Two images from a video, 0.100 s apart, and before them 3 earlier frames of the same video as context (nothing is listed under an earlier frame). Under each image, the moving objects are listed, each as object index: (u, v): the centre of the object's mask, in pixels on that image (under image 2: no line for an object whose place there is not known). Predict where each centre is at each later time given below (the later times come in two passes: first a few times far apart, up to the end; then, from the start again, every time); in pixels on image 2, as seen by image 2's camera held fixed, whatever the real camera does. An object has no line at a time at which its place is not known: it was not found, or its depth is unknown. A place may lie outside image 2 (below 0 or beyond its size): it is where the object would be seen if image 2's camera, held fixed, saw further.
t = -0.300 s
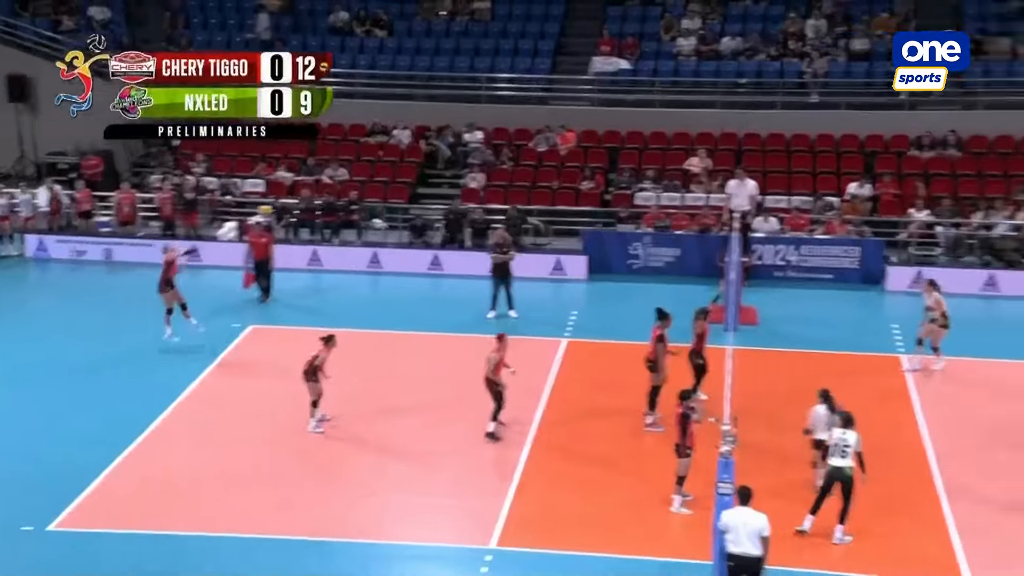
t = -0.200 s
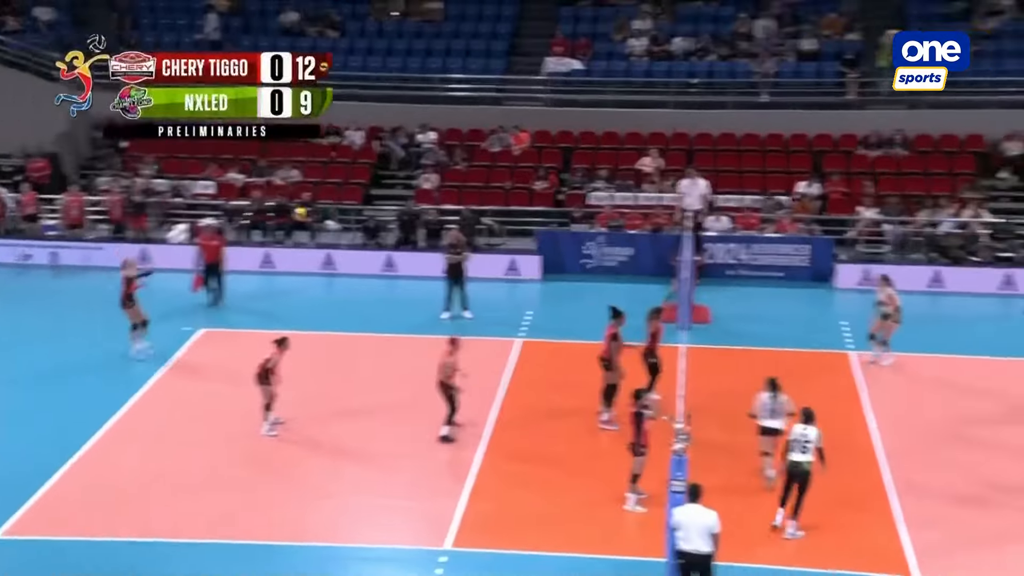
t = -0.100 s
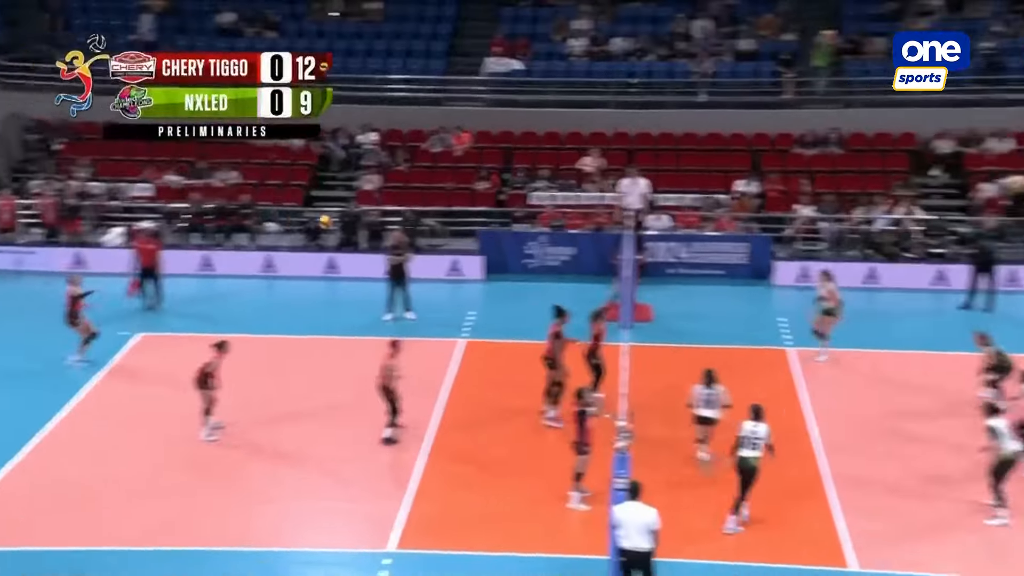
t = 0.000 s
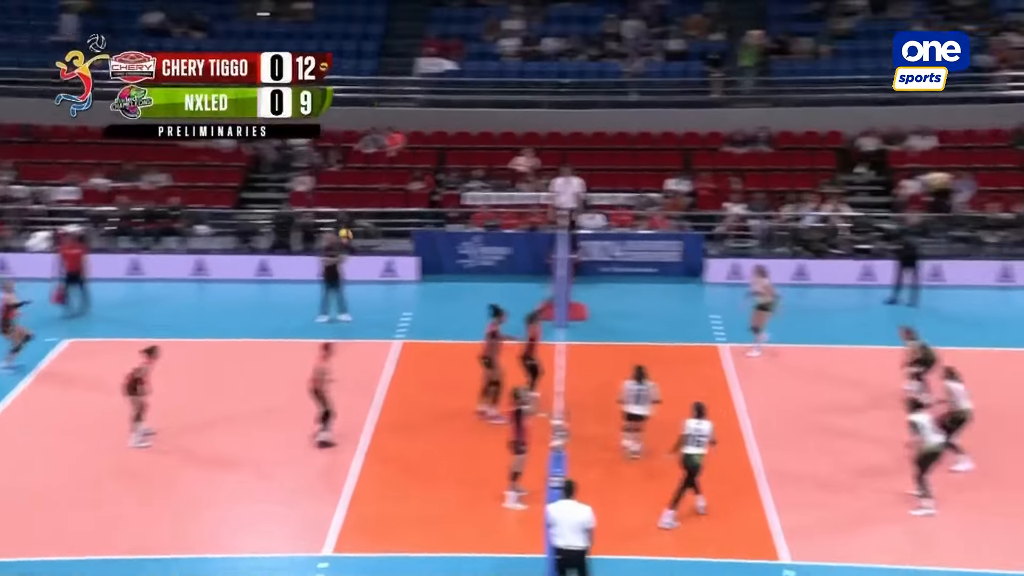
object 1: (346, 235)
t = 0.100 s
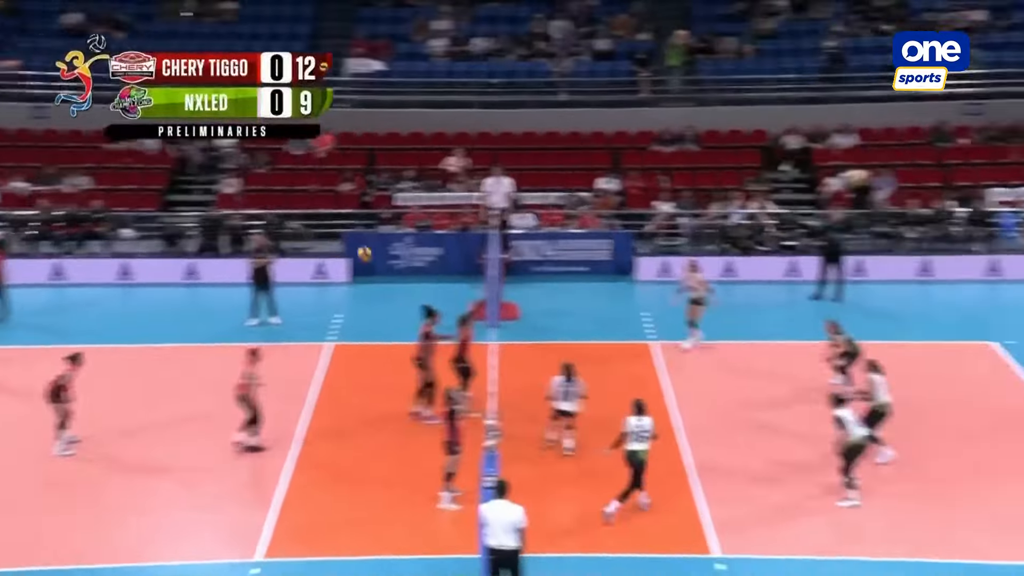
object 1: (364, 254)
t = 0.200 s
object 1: (454, 274)
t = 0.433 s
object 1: (602, 304)
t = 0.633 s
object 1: (713, 349)
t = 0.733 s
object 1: (770, 381)
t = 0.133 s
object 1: (393, 260)
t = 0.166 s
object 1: (423, 267)
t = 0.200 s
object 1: (454, 274)
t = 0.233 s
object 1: (483, 282)
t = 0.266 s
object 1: (507, 286)
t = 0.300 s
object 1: (525, 288)
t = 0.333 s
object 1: (544, 290)
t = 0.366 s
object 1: (564, 295)
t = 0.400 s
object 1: (583, 298)
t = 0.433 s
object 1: (602, 304)
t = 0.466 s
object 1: (621, 308)
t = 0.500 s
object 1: (640, 315)
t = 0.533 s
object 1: (658, 322)
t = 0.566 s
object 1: (679, 330)
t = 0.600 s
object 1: (696, 338)
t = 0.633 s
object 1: (713, 349)
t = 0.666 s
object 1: (733, 359)
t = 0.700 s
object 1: (752, 372)
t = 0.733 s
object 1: (770, 381)
